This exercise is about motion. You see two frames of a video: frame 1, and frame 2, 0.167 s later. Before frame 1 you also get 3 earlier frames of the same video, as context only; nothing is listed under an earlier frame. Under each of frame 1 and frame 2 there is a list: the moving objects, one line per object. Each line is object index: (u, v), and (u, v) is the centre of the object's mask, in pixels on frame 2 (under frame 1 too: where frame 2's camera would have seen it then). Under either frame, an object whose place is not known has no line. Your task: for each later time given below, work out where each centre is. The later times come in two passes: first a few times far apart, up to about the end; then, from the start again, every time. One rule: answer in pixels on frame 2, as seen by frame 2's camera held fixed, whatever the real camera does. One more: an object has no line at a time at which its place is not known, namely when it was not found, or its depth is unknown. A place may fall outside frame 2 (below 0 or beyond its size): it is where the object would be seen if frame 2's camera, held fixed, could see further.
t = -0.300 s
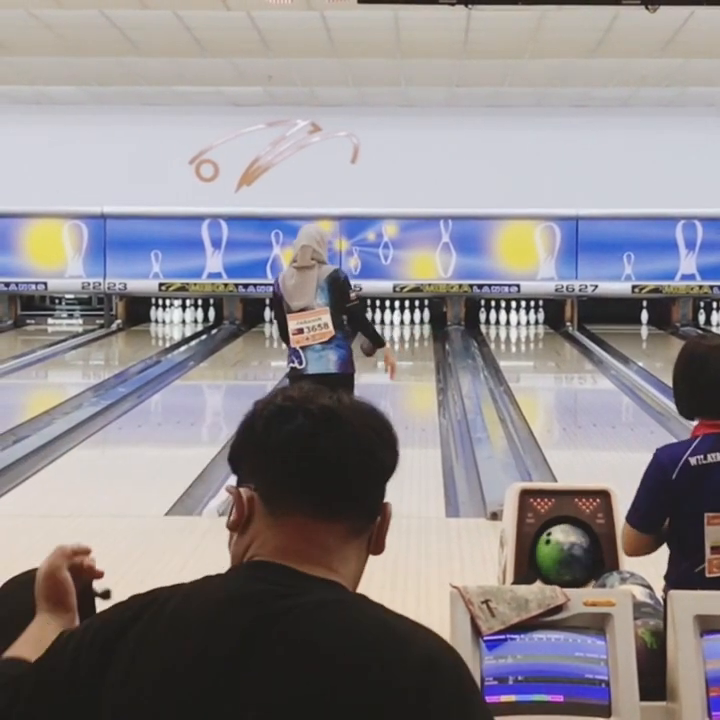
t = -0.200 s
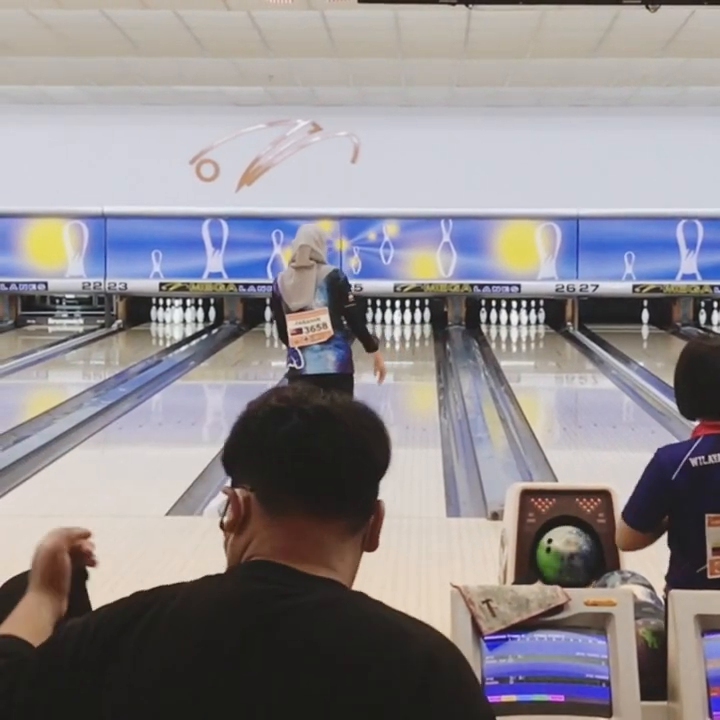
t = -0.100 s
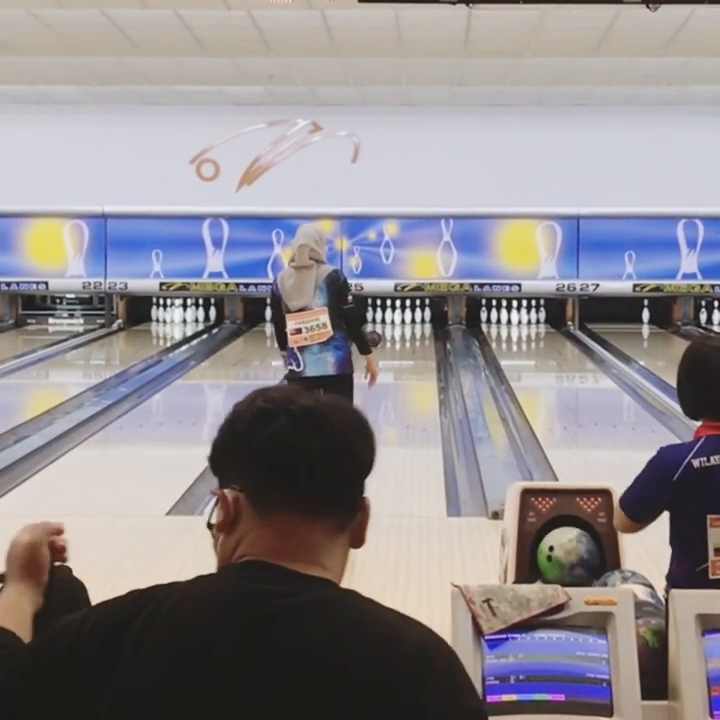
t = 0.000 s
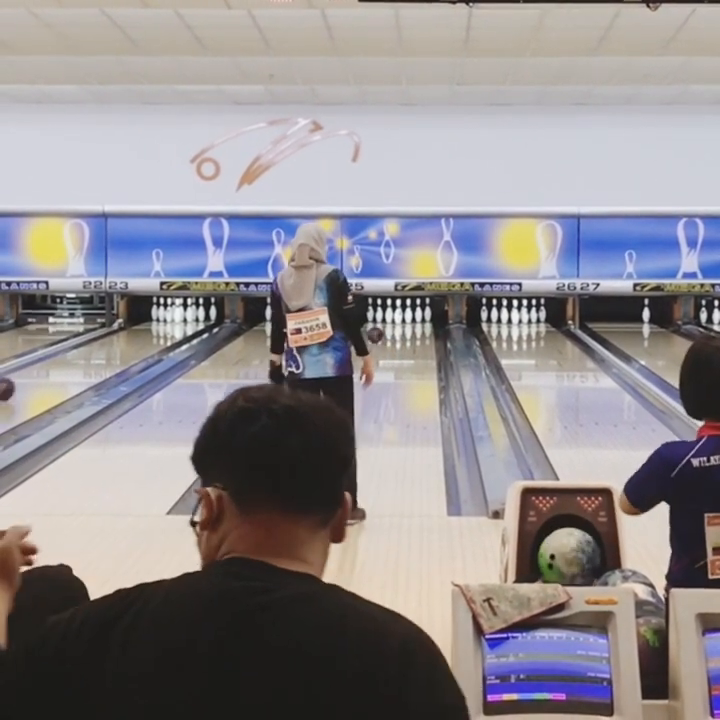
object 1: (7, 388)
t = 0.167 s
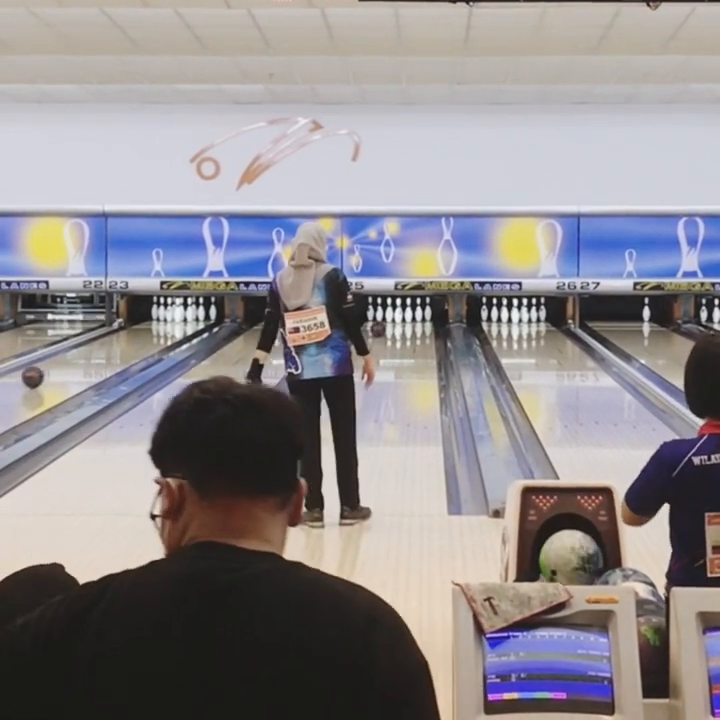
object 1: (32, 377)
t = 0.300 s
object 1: (53, 369)
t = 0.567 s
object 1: (89, 356)
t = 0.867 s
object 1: (122, 343)
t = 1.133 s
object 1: (146, 333)
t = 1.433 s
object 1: (167, 324)
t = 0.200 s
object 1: (38, 375)
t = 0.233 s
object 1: (43, 373)
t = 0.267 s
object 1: (48, 371)
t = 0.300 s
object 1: (53, 369)
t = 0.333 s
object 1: (58, 367)
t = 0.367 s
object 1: (63, 365)
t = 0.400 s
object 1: (67, 363)
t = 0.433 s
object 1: (72, 362)
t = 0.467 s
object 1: (76, 360)
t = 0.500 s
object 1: (81, 359)
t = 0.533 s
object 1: (85, 357)
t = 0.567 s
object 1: (89, 356)
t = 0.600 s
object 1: (93, 354)
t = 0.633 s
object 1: (97, 352)
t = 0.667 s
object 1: (101, 351)
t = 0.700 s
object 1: (105, 350)
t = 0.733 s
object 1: (108, 348)
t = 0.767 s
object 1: (112, 347)
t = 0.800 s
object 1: (115, 345)
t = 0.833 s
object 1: (118, 344)
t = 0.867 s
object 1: (122, 343)
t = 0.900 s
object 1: (125, 342)
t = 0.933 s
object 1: (128, 339)
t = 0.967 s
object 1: (131, 338)
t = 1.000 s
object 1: (134, 337)
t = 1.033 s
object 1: (137, 336)
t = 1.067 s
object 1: (140, 335)
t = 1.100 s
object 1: (143, 334)
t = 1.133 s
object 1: (146, 333)
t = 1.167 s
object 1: (149, 332)
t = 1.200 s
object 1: (151, 331)
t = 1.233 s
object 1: (153, 330)
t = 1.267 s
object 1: (155, 328)
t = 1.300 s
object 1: (157, 328)
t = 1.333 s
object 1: (160, 327)
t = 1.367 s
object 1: (163, 326)
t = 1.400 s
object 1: (164, 325)
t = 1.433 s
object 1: (167, 324)
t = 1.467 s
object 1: (168, 324)
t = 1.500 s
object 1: (170, 323)
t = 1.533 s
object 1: (171, 322)
